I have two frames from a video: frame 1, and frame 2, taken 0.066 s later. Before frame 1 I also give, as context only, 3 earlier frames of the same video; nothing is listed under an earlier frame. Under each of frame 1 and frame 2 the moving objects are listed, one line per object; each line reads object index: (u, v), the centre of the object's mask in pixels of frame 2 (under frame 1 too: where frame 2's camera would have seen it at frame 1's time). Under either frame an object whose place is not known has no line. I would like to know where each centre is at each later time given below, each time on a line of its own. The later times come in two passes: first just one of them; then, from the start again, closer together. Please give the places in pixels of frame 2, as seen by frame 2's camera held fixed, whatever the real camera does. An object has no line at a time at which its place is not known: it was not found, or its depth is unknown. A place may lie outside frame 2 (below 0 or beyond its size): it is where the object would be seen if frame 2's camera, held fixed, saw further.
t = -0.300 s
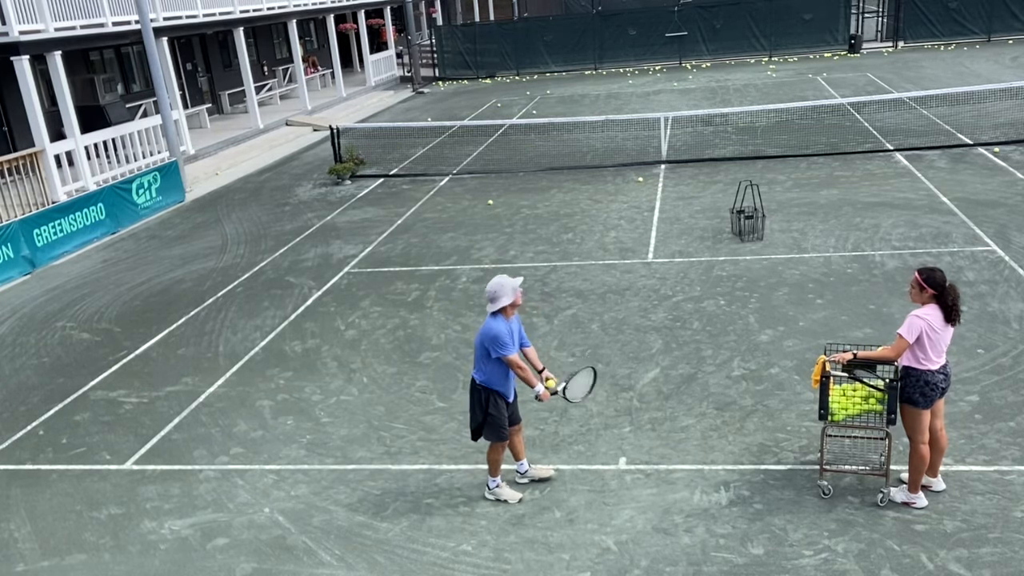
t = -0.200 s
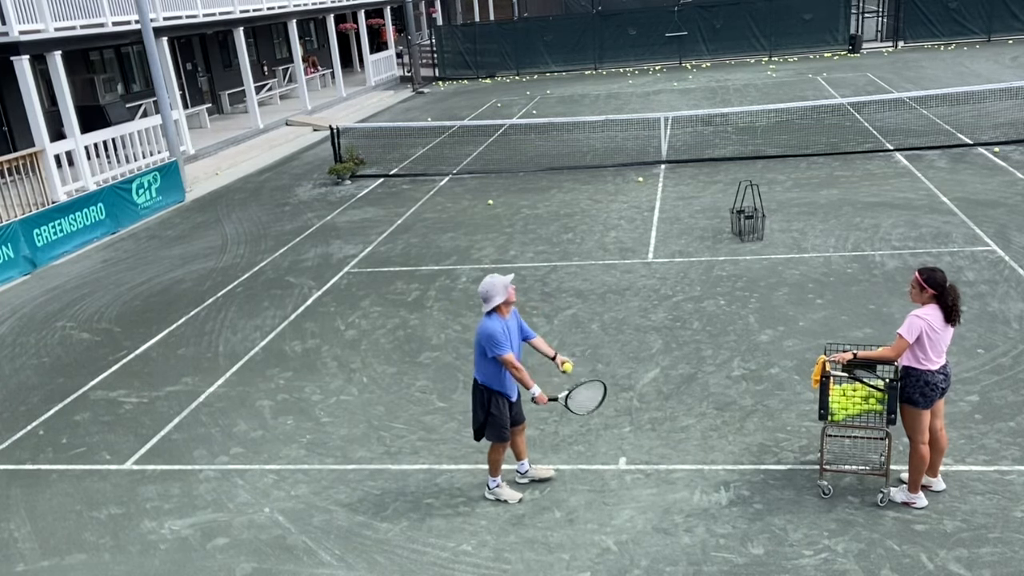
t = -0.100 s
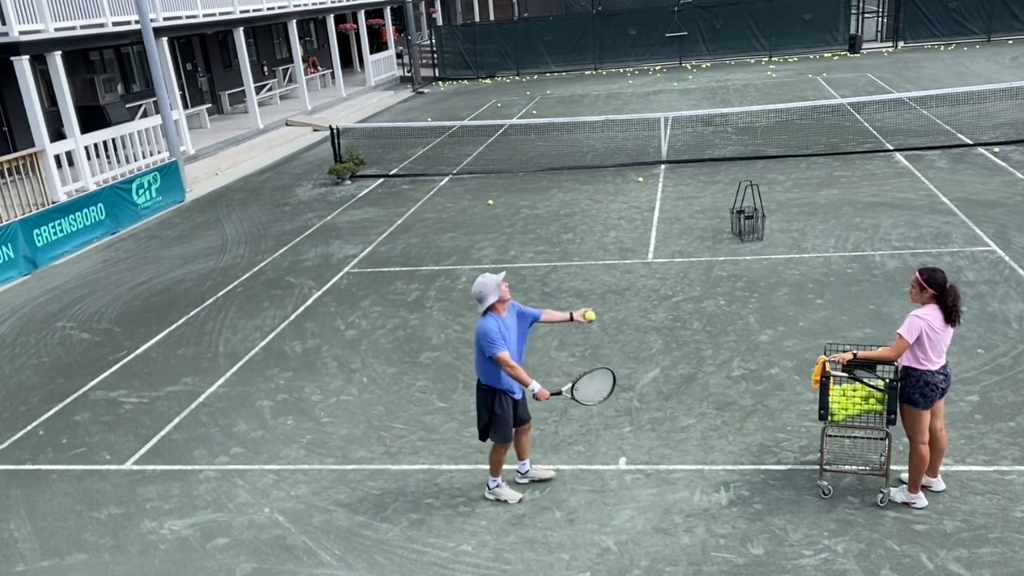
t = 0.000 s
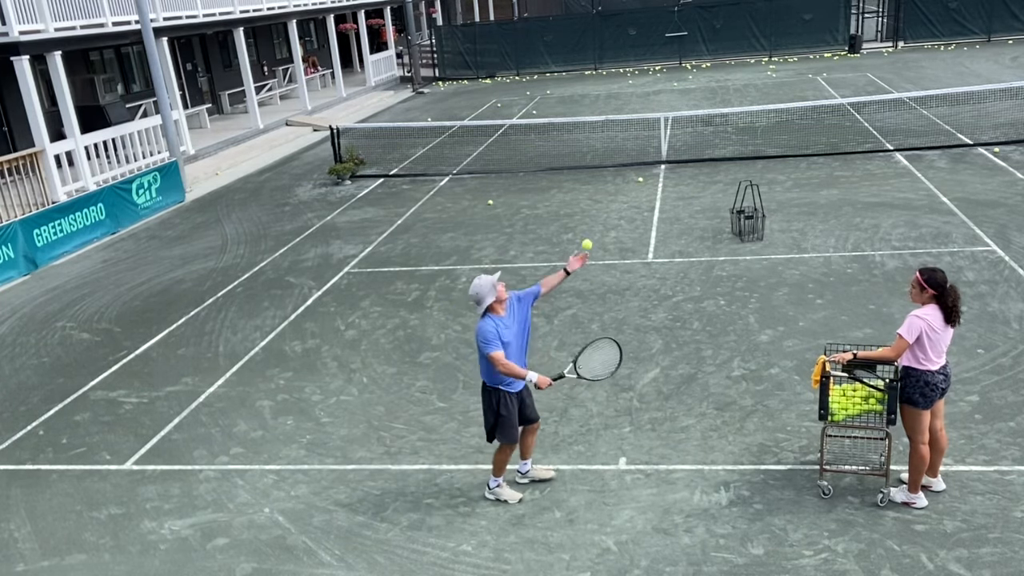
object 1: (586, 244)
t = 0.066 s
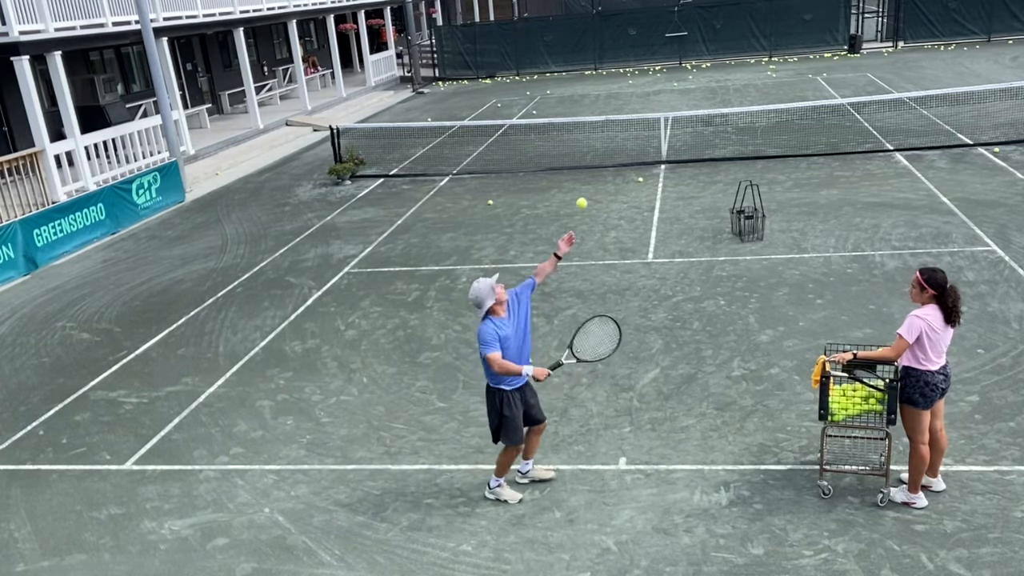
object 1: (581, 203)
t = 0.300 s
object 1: (566, 104)
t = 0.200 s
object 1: (572, 137)
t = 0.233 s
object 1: (570, 125)
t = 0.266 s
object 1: (568, 114)
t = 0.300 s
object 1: (566, 104)
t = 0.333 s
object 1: (564, 97)
